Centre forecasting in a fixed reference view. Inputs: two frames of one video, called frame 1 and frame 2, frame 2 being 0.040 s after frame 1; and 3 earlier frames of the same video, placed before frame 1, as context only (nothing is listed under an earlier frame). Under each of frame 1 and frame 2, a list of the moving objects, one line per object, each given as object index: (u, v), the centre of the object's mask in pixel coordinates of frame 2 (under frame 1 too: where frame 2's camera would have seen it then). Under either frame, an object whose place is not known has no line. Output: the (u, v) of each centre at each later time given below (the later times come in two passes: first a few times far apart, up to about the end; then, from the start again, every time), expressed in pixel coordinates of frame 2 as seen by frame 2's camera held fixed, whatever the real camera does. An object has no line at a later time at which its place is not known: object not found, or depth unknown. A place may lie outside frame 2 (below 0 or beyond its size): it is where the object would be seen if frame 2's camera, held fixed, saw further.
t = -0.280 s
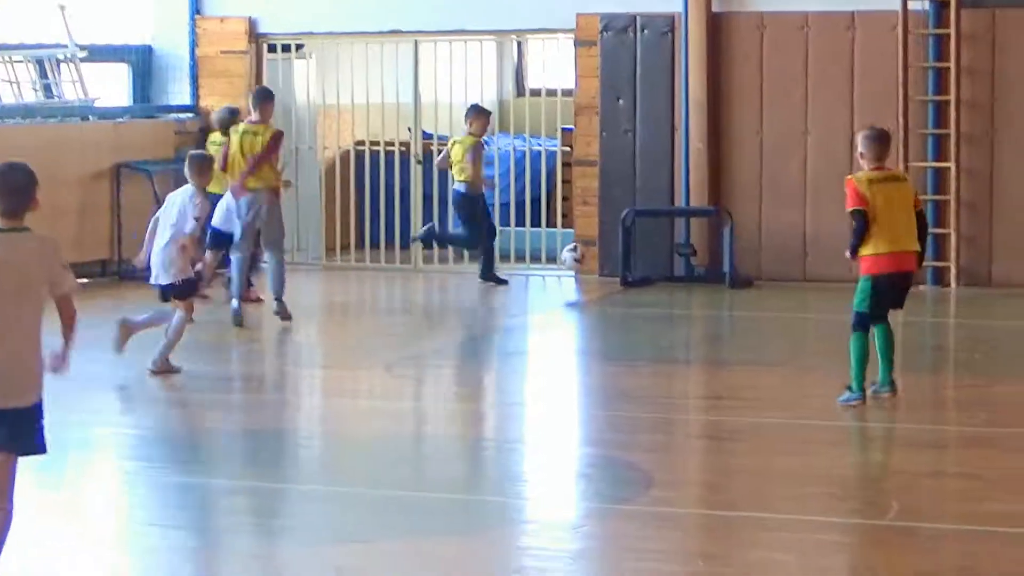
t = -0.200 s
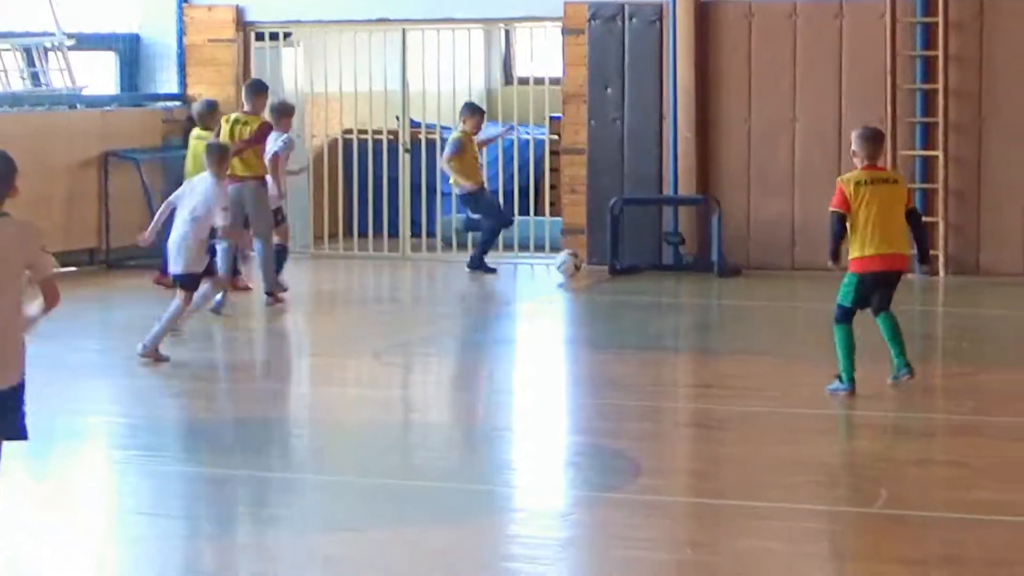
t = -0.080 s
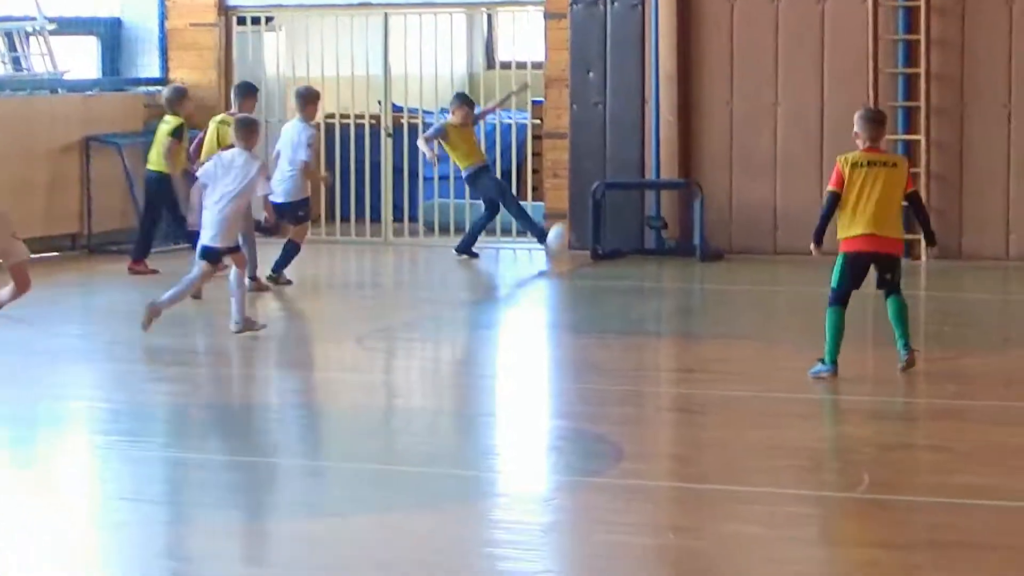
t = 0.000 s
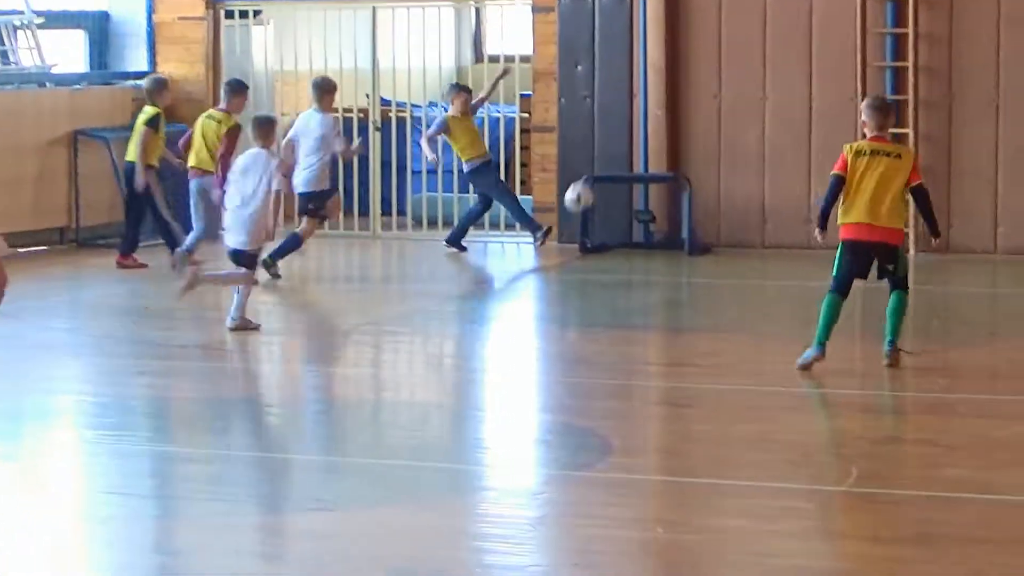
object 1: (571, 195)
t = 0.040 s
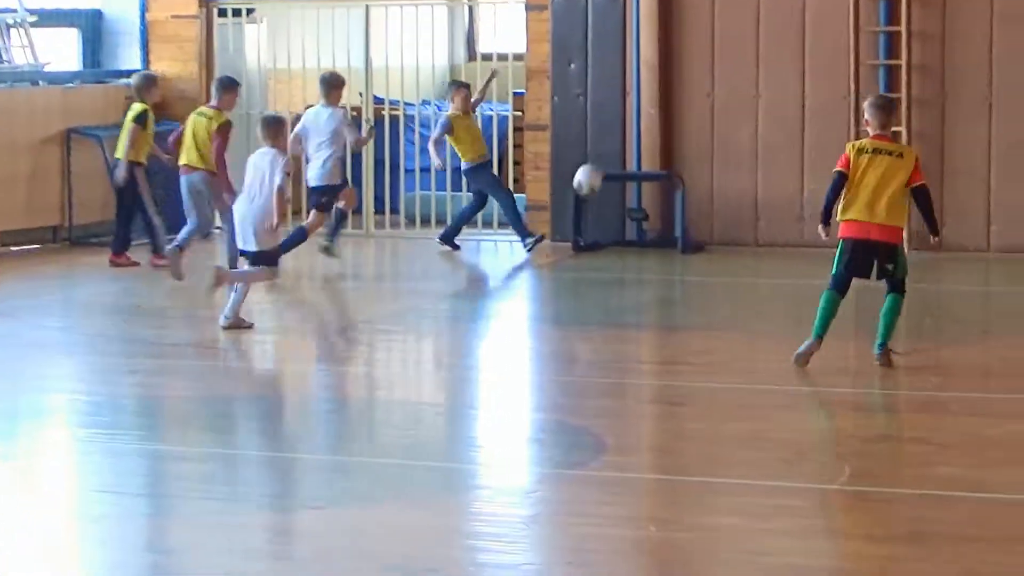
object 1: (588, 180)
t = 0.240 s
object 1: (668, 131)
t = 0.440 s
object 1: (756, 137)
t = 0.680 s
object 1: (881, 231)
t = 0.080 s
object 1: (604, 166)
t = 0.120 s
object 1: (617, 155)
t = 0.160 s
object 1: (632, 144)
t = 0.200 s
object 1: (653, 136)
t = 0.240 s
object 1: (668, 131)
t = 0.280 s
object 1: (684, 128)
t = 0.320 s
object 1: (702, 126)
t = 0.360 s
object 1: (721, 127)
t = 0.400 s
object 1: (739, 131)
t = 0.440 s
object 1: (756, 137)
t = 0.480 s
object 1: (776, 144)
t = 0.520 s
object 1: (797, 156)
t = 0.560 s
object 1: (816, 169)
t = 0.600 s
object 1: (834, 187)
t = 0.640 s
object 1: (859, 206)
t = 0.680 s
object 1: (881, 231)
